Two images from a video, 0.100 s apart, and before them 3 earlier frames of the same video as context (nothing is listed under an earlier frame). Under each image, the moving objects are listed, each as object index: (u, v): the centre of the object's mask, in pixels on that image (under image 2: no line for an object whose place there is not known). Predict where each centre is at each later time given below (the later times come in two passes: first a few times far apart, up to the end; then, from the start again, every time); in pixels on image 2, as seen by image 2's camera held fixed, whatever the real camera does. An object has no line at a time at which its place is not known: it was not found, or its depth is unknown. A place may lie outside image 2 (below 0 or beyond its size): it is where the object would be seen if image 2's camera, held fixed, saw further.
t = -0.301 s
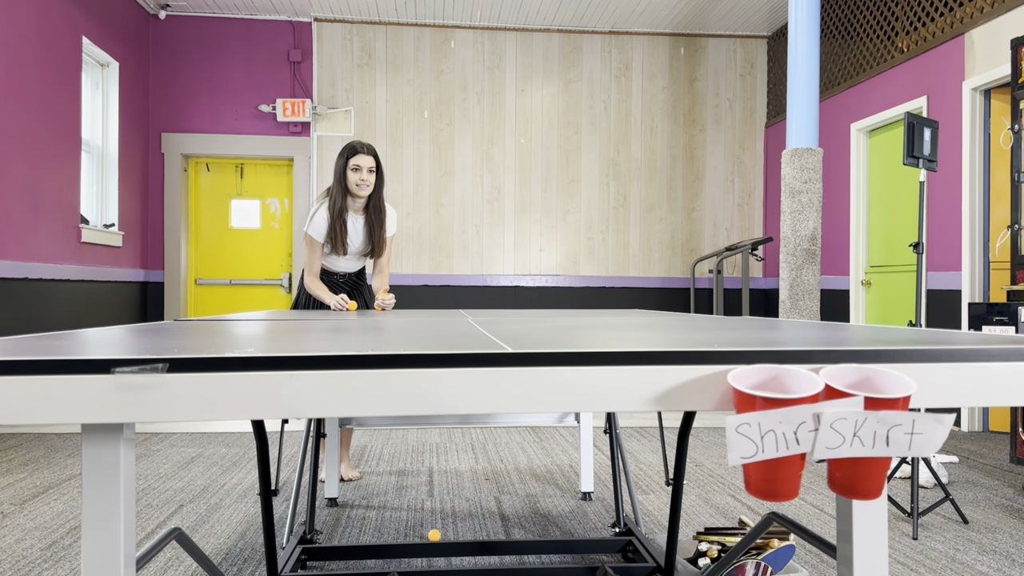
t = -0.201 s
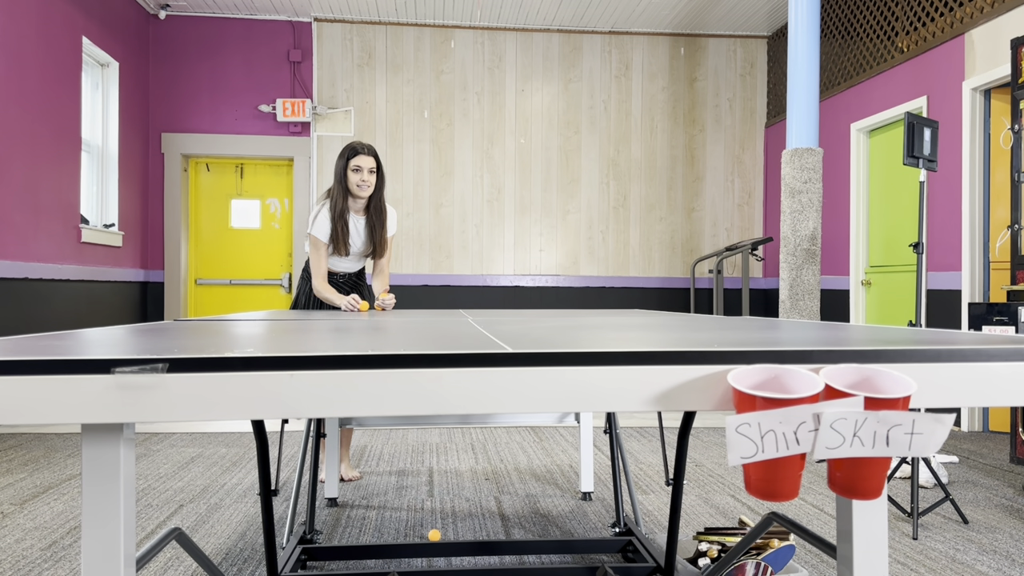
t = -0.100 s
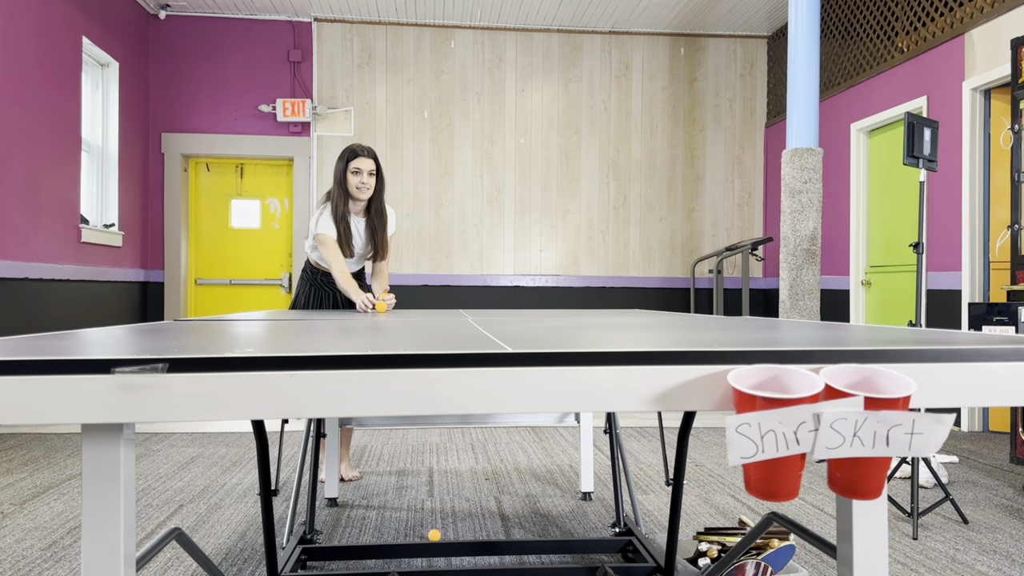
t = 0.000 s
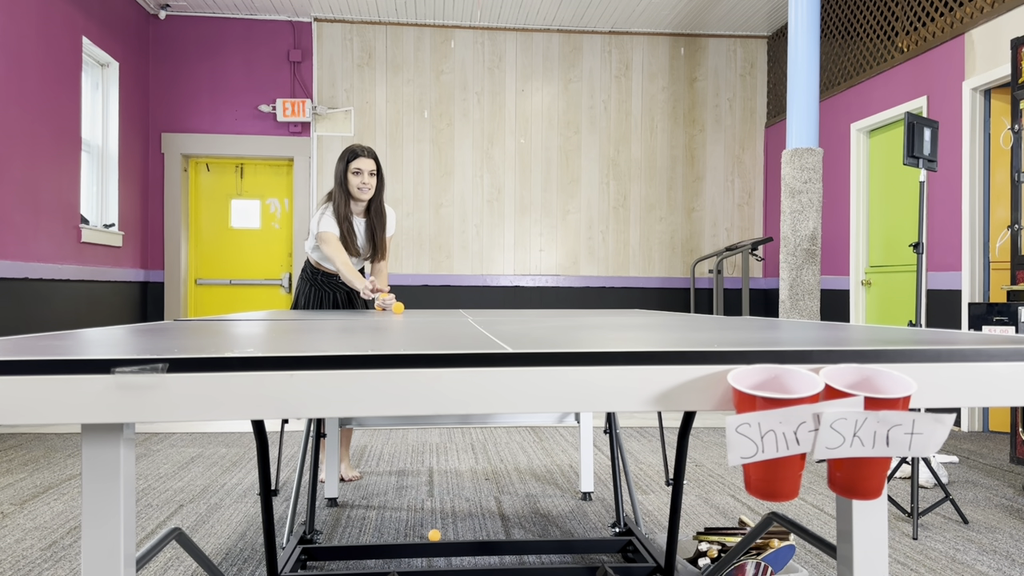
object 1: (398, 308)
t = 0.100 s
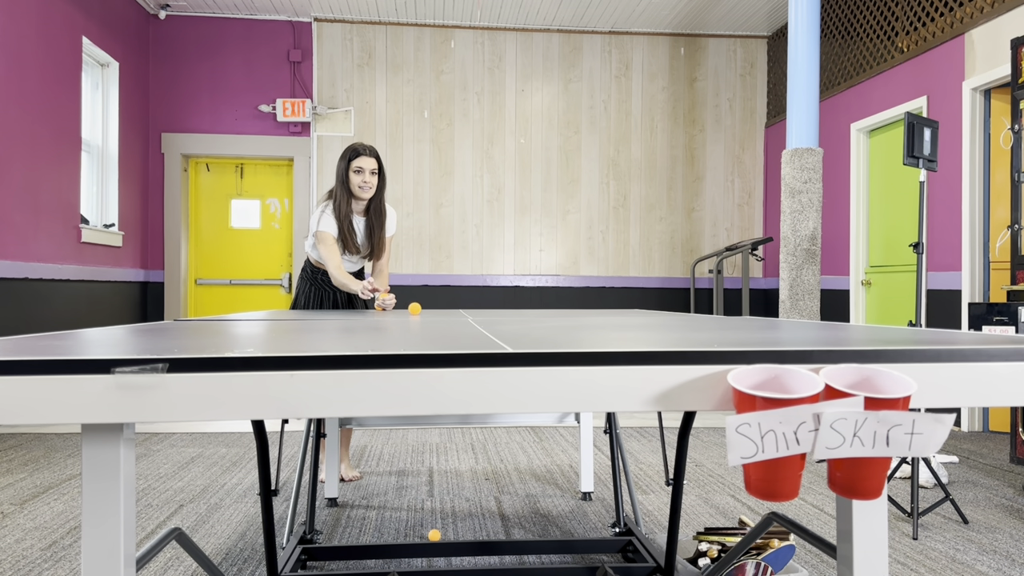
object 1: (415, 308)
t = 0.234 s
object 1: (436, 309)
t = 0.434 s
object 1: (466, 310)
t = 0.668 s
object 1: (498, 300)
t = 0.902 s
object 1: (530, 308)
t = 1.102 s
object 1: (558, 303)
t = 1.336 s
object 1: (592, 308)
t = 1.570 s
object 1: (628, 310)
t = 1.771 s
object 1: (659, 314)
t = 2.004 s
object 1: (697, 314)
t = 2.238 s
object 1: (737, 317)
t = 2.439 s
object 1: (773, 321)
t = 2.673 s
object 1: (817, 325)
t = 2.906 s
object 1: (864, 329)
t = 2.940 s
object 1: (872, 330)
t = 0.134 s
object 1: (420, 309)
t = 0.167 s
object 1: (425, 309)
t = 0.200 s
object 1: (431, 309)
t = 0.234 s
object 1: (436, 309)
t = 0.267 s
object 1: (441, 310)
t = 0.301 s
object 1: (447, 310)
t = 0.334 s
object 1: (452, 310)
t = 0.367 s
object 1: (457, 310)
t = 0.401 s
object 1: (462, 310)
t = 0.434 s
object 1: (466, 310)
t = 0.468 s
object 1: (471, 311)
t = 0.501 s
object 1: (475, 311)
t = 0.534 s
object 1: (481, 311)
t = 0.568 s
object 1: (485, 311)
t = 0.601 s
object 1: (490, 306)
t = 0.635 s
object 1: (494, 301)
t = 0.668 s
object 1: (498, 300)
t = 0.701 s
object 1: (503, 302)
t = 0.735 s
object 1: (507, 310)
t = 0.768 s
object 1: (512, 305)
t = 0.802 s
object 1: (516, 301)
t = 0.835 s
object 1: (521, 302)
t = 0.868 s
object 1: (525, 307)
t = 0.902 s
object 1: (530, 308)
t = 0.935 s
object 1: (535, 303)
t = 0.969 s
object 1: (539, 302)
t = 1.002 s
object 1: (544, 305)
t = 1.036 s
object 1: (549, 312)
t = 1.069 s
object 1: (553, 305)
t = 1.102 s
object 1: (558, 303)
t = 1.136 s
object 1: (562, 305)
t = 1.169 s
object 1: (567, 312)
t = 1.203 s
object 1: (572, 308)
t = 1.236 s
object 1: (577, 305)
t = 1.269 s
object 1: (582, 308)
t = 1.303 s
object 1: (587, 314)
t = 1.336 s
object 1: (592, 308)
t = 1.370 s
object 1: (597, 307)
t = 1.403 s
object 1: (602, 311)
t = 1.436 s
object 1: (608, 312)
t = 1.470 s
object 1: (612, 308)
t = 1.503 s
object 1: (617, 309)
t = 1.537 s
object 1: (622, 315)
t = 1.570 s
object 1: (628, 310)
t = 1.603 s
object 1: (633, 310)
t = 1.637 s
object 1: (638, 314)
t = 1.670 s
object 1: (643, 312)
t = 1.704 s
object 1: (648, 310)
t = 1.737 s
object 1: (653, 314)
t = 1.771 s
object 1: (659, 314)
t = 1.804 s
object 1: (664, 311)
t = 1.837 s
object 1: (670, 315)
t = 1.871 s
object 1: (675, 315)
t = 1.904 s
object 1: (680, 312)
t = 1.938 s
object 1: (686, 316)
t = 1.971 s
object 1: (691, 315)
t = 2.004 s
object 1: (697, 314)
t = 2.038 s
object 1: (703, 319)
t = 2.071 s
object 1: (708, 315)
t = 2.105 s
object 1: (714, 316)
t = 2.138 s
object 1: (720, 318)
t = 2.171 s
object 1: (725, 316)
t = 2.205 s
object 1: (731, 321)
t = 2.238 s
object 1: (737, 317)
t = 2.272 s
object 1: (743, 320)
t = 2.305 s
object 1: (749, 319)
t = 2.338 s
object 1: (754, 319)
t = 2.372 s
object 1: (760, 320)
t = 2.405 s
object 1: (766, 320)
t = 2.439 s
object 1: (773, 321)
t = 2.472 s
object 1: (779, 322)
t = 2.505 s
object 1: (785, 322)
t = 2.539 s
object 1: (791, 323)
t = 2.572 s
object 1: (797, 323)
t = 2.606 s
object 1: (803, 325)
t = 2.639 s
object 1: (810, 324)
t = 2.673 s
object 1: (817, 325)
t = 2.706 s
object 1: (823, 327)
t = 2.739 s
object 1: (830, 326)
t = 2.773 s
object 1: (836, 326)
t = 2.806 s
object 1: (843, 328)
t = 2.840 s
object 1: (850, 329)
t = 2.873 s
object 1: (857, 329)
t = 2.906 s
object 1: (864, 329)
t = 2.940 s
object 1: (872, 330)
